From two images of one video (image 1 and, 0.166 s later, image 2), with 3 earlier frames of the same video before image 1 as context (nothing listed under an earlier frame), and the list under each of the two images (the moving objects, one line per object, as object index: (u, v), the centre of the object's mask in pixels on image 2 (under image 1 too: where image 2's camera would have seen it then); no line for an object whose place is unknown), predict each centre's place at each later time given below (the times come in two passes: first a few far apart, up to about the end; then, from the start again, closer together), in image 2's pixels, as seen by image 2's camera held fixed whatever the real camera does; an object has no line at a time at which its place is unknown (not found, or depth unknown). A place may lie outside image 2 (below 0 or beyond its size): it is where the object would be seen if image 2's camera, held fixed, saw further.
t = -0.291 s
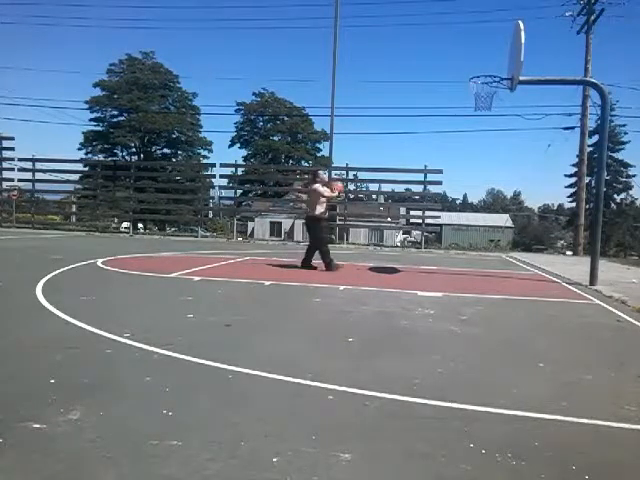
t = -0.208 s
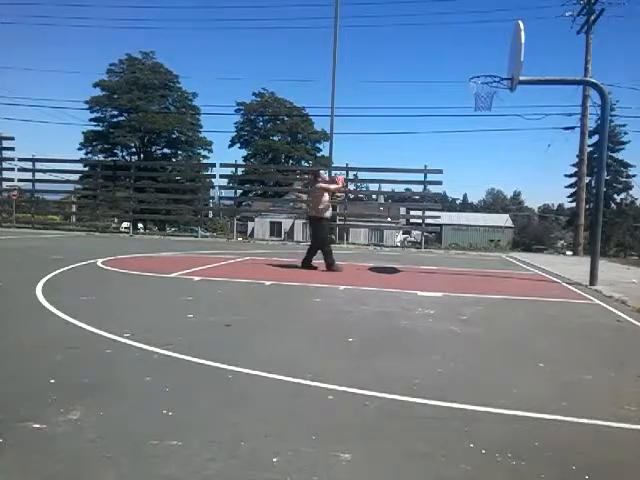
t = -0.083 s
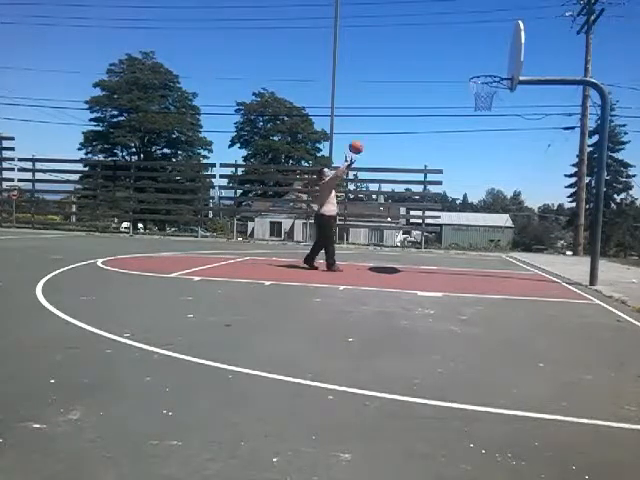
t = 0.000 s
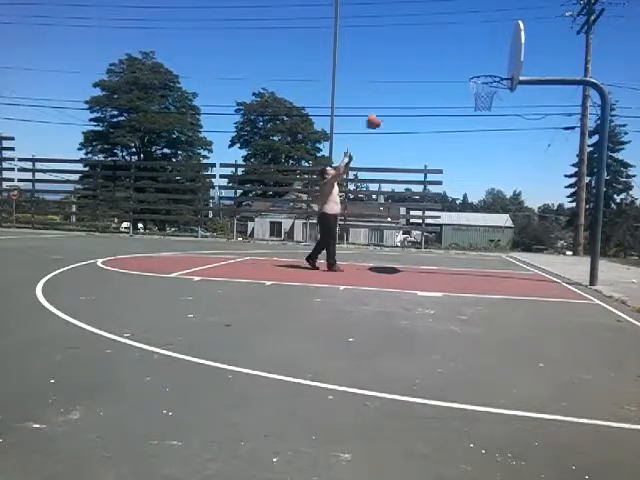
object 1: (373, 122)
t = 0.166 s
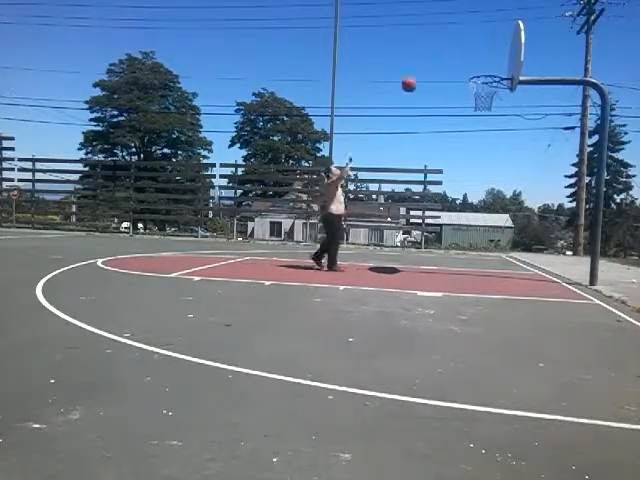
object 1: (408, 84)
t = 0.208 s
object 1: (417, 77)
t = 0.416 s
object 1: (463, 57)
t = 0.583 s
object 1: (500, 62)
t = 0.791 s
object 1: (479, 75)
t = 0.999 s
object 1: (491, 69)
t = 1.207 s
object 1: (499, 82)
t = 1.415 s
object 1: (497, 112)
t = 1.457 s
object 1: (497, 121)
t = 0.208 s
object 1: (417, 77)
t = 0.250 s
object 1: (427, 71)
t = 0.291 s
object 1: (436, 66)
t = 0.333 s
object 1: (444, 63)
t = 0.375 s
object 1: (454, 59)
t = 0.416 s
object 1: (463, 57)
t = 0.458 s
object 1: (472, 57)
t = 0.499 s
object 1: (481, 57)
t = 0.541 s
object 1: (491, 59)
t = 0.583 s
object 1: (500, 62)
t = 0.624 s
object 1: (504, 66)
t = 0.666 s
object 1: (495, 70)
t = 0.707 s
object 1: (487, 72)
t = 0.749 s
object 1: (480, 75)
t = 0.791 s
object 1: (479, 75)
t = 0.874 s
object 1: (481, 72)
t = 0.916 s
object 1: (485, 70)
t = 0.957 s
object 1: (487, 70)
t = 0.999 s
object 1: (491, 69)
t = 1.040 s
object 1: (494, 69)
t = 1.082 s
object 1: (497, 72)
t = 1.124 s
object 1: (500, 74)
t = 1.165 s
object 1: (501, 79)
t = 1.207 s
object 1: (499, 82)
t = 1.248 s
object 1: (499, 86)
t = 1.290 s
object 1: (498, 91)
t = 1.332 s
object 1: (499, 97)
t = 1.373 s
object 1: (498, 104)
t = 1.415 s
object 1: (497, 112)
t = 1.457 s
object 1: (497, 121)
